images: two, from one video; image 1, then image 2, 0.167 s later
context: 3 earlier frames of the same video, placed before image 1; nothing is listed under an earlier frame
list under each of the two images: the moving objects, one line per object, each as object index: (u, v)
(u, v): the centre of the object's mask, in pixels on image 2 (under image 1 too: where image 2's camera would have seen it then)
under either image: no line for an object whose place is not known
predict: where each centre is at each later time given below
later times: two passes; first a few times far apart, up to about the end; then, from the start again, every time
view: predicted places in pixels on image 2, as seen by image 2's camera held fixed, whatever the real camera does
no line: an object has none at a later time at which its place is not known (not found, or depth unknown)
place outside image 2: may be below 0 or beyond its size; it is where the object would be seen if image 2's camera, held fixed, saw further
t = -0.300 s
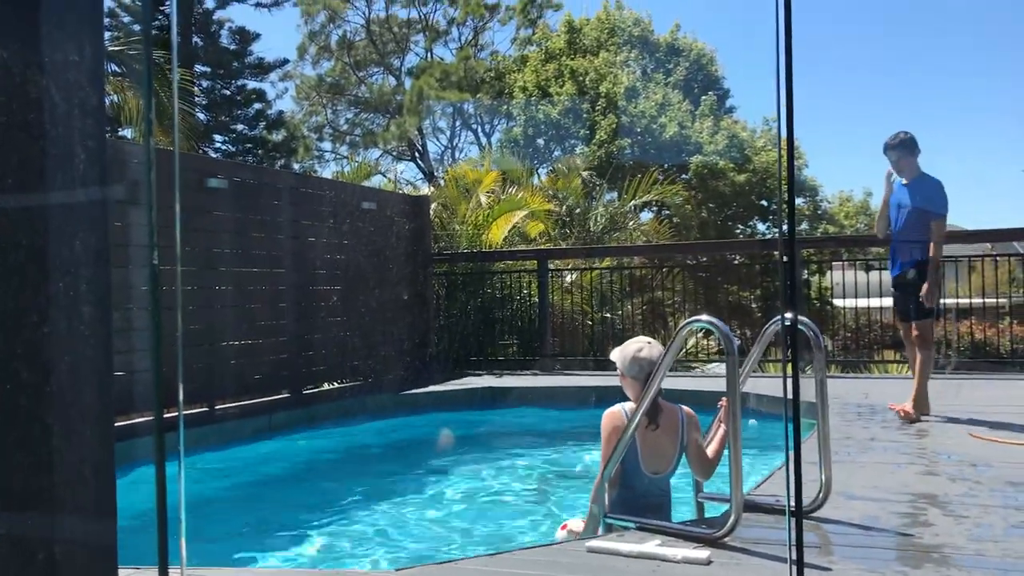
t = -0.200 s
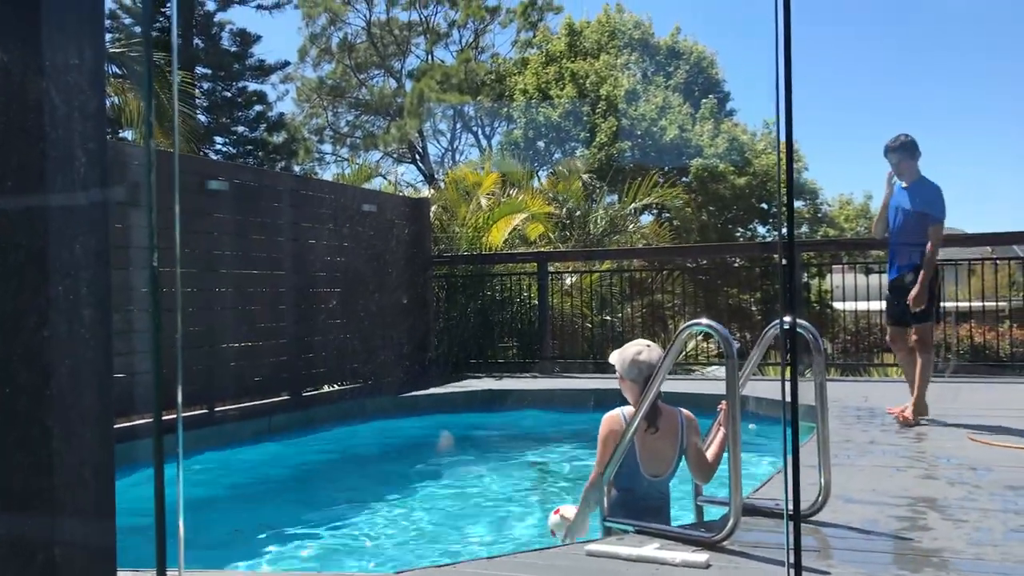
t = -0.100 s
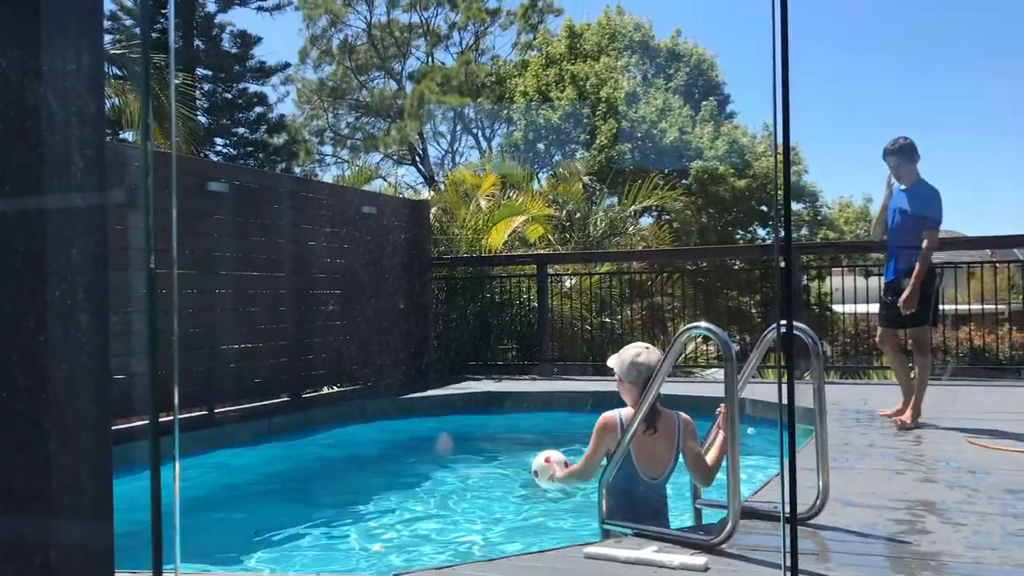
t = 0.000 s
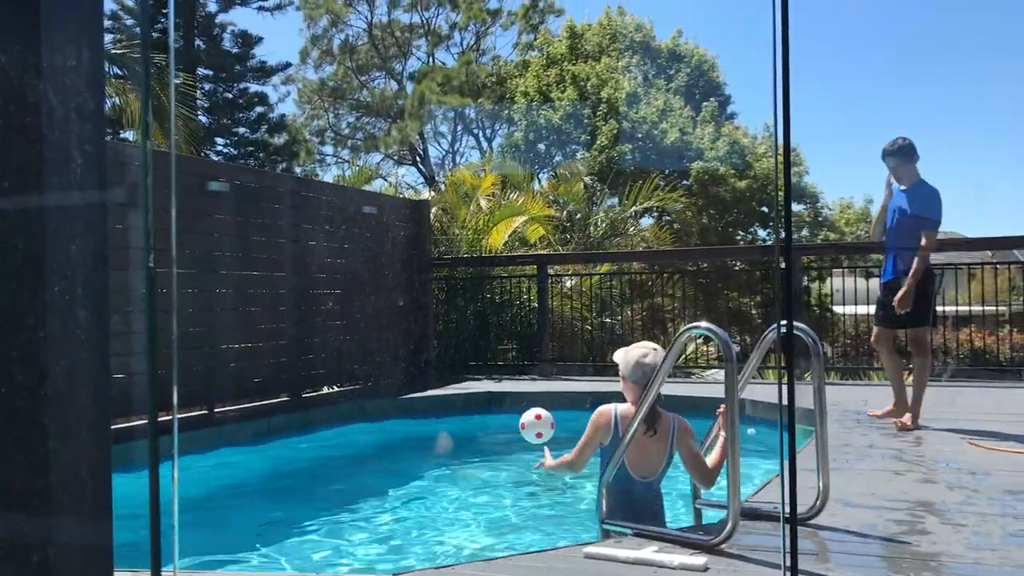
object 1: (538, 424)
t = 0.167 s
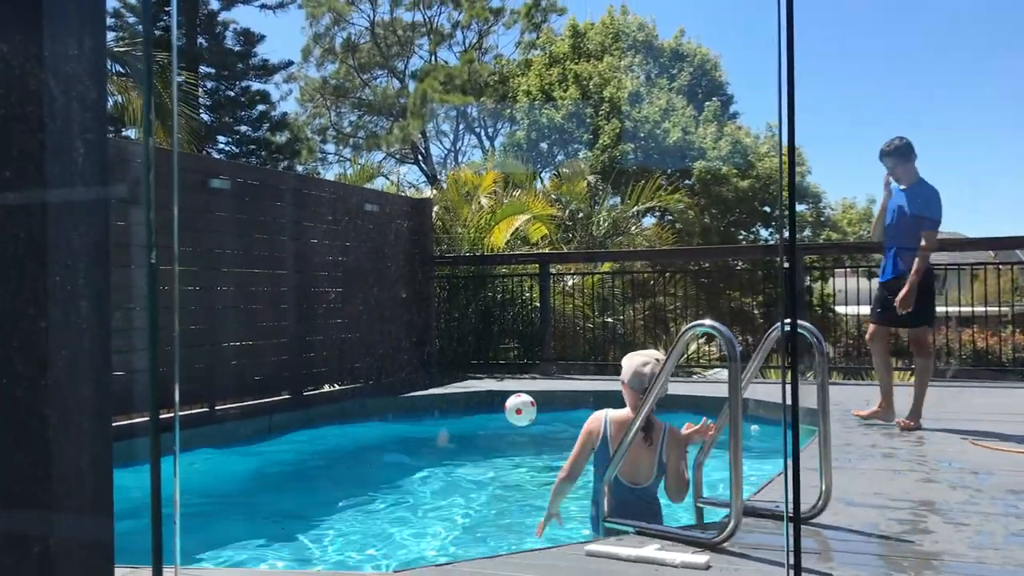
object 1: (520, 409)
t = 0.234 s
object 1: (514, 420)
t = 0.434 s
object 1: (499, 484)
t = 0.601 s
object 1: (494, 476)
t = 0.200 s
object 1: (517, 414)
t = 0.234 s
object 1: (514, 420)
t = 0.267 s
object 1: (511, 429)
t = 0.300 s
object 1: (509, 439)
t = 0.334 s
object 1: (507, 452)
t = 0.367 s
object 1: (503, 465)
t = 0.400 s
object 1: (500, 480)
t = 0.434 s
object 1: (499, 484)
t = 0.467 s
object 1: (498, 485)
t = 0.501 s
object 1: (498, 485)
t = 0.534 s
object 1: (496, 485)
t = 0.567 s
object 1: (496, 482)
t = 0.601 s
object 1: (494, 476)
